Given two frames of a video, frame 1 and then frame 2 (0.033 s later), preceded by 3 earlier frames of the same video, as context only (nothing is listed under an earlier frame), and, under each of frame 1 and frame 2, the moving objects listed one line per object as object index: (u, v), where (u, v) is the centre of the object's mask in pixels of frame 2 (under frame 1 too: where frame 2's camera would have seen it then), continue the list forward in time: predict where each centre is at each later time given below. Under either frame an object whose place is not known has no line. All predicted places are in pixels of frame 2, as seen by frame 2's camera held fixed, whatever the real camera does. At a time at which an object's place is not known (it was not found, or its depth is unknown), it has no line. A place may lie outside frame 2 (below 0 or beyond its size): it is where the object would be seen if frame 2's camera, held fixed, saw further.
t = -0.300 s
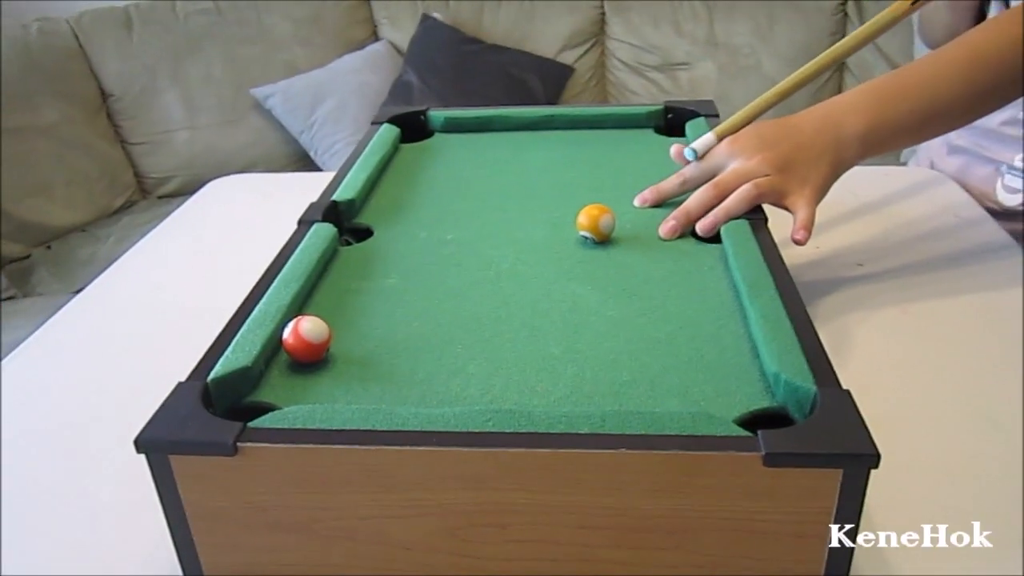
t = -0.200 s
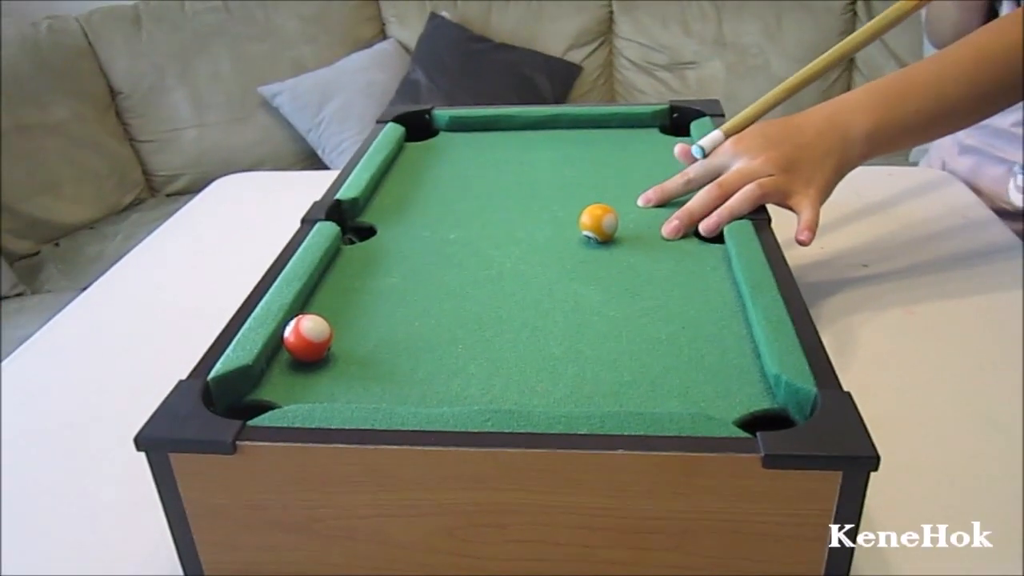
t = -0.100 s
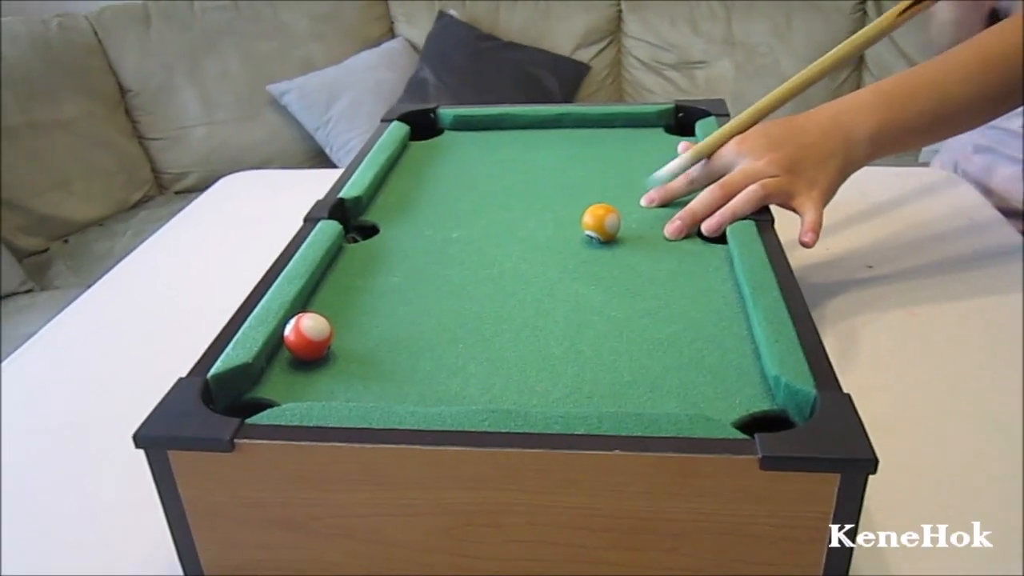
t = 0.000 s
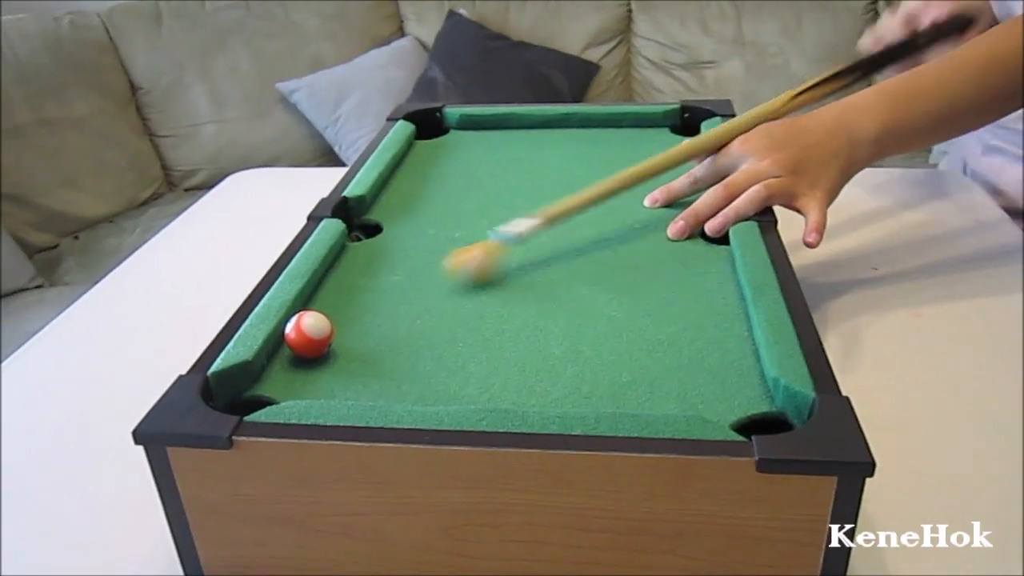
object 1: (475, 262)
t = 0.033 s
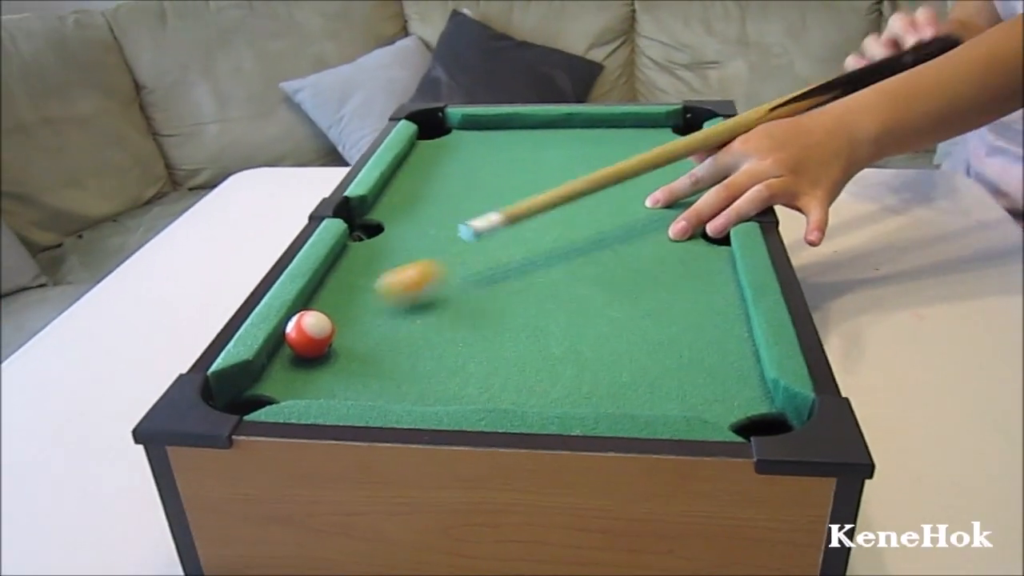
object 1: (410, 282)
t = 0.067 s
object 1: (344, 302)
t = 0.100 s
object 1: (321, 304)
